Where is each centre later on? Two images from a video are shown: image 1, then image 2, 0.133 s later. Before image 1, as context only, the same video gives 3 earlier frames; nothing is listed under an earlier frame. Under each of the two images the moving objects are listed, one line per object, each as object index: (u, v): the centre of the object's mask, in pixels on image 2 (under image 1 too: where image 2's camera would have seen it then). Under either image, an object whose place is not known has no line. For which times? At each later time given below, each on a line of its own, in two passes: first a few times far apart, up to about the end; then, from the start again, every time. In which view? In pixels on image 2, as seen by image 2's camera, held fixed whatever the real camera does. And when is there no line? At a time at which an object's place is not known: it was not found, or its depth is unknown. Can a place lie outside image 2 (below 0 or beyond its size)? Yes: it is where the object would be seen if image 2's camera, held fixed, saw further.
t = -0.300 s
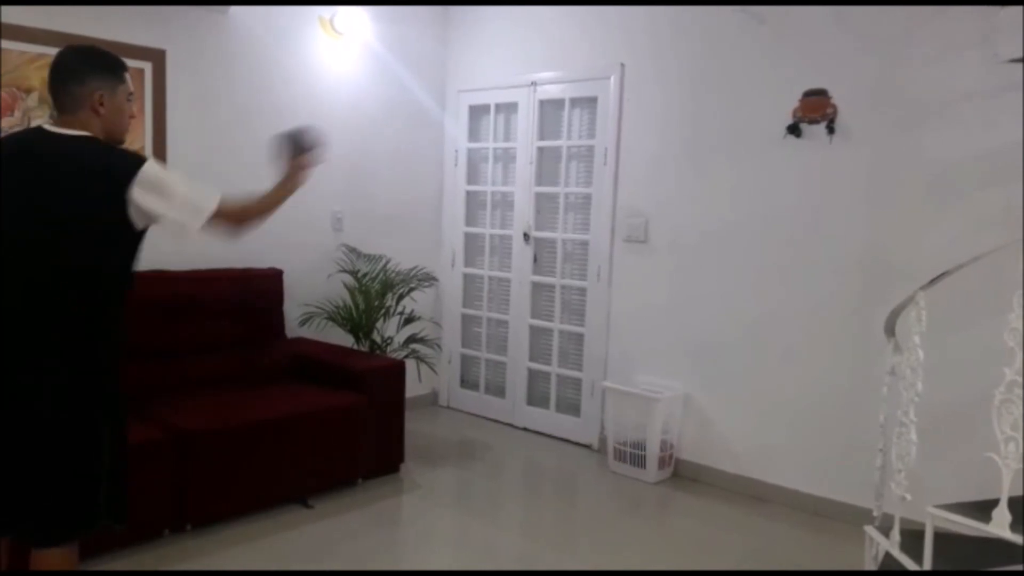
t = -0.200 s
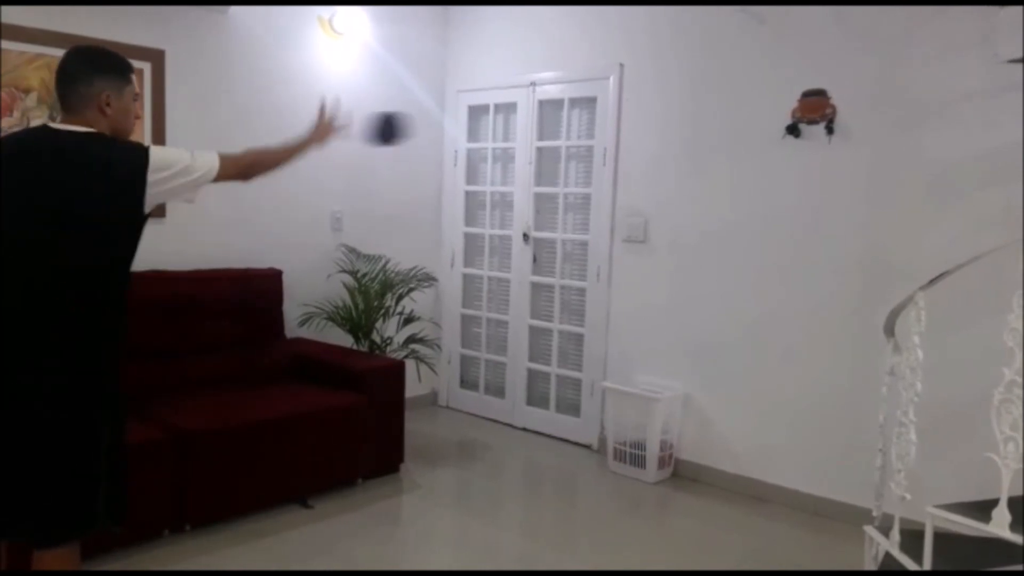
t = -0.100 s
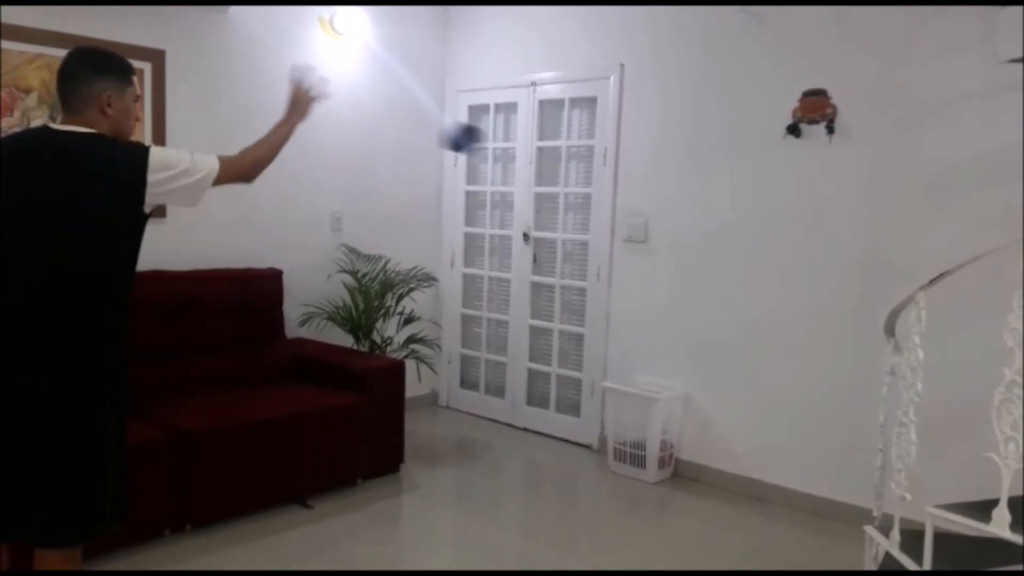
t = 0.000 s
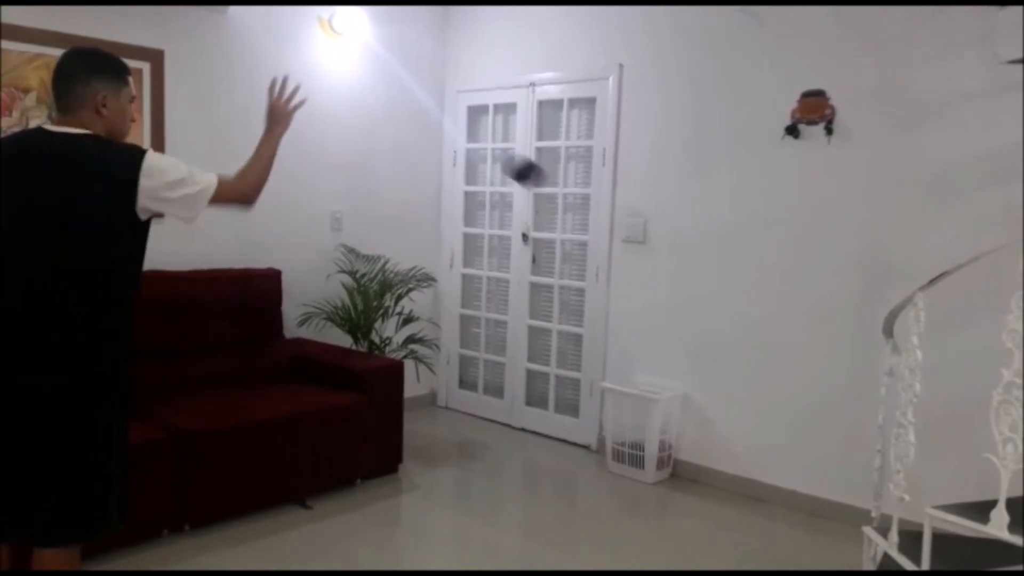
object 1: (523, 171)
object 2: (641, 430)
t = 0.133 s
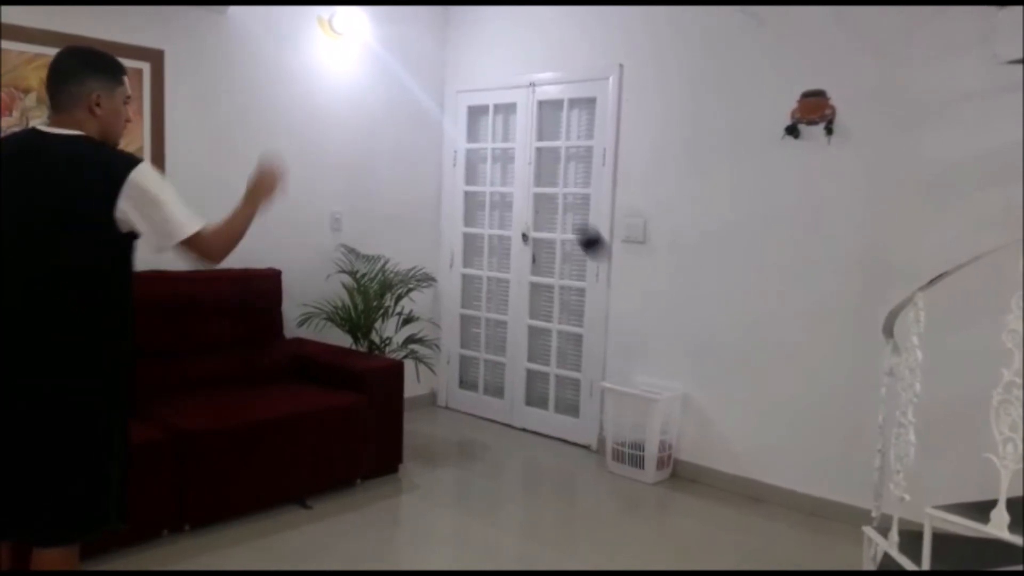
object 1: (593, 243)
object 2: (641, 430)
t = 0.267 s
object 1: (645, 335)
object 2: (641, 430)
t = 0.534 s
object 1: (629, 408)
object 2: (634, 425)
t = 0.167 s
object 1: (607, 265)
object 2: (641, 430)
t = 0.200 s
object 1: (621, 287)
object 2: (641, 430)
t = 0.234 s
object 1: (633, 310)
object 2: (641, 430)
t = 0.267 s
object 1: (645, 335)
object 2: (641, 430)
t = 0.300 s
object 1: (657, 362)
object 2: (641, 431)
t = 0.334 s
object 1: (660, 380)
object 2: (641, 432)
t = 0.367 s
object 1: (647, 385)
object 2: (641, 432)
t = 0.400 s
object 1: (636, 392)
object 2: (640, 432)
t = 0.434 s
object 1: (636, 389)
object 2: (638, 430)
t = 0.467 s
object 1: (634, 391)
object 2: (636, 426)
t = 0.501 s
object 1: (632, 398)
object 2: (635, 426)
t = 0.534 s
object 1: (629, 408)
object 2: (634, 425)
